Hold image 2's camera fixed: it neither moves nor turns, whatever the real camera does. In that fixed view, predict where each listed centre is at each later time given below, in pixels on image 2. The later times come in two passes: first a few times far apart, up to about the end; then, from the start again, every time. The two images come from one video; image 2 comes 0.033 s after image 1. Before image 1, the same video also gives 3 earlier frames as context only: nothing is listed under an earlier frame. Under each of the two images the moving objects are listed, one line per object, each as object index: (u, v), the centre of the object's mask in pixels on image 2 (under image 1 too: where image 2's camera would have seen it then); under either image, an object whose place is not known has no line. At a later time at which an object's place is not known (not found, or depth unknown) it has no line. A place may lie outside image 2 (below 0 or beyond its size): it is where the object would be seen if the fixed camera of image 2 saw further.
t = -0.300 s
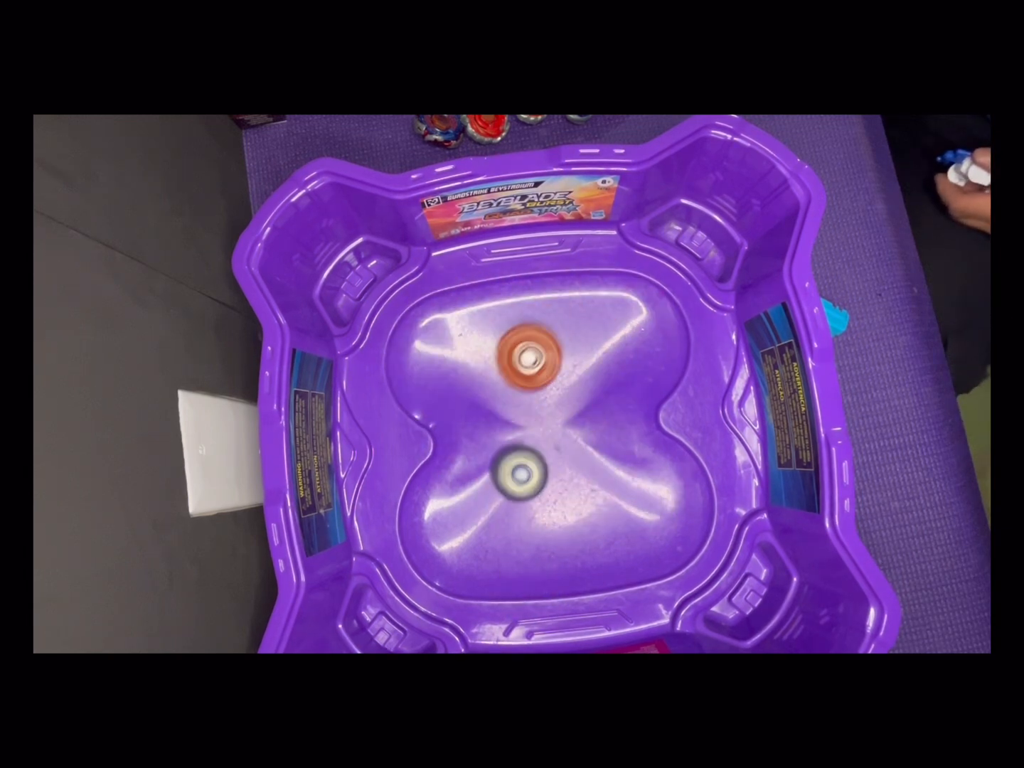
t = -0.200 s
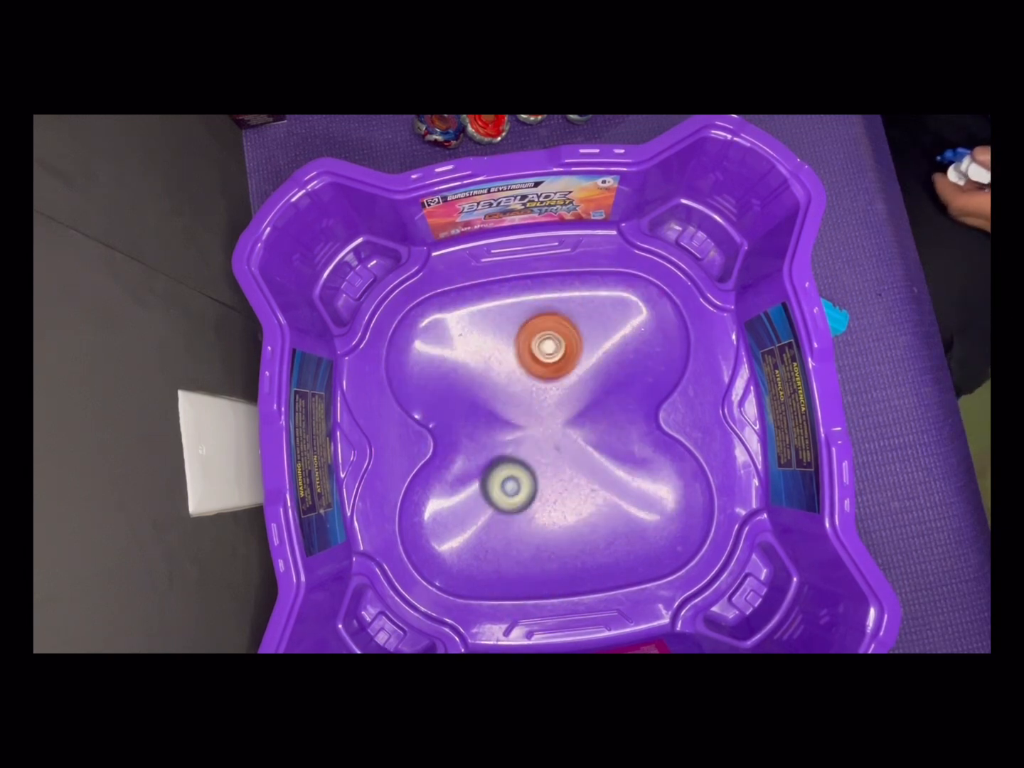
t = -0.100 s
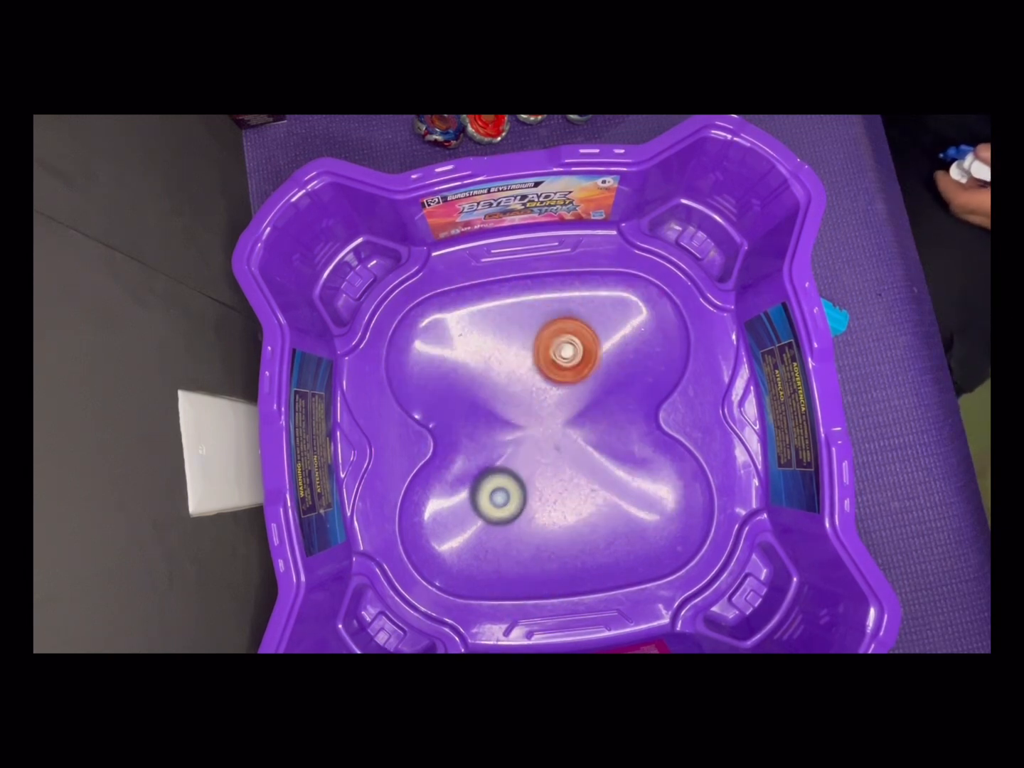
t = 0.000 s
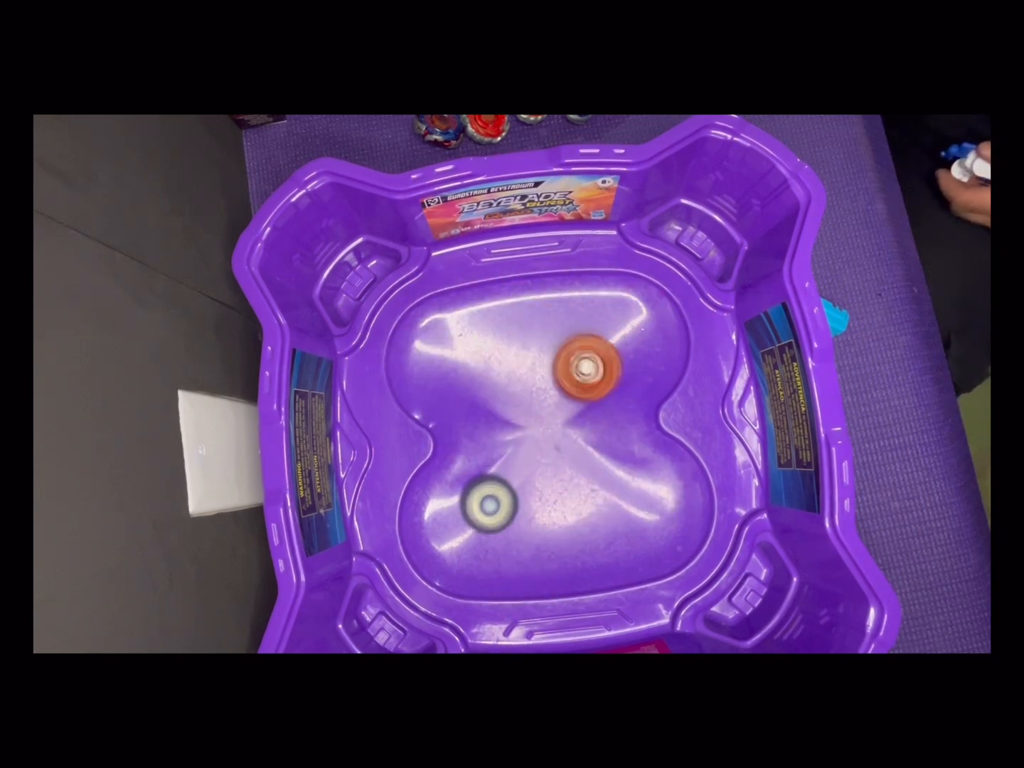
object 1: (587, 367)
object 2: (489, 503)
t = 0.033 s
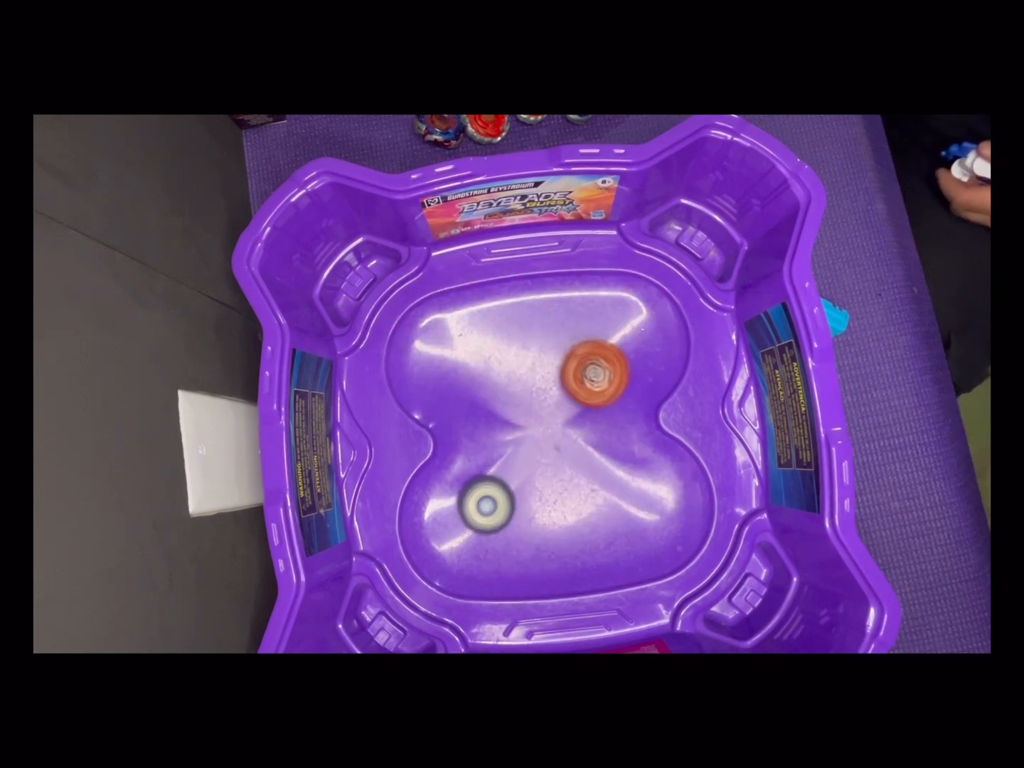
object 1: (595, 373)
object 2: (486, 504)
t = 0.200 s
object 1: (622, 361)
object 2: (488, 501)
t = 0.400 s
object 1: (563, 379)
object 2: (504, 487)
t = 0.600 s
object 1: (532, 426)
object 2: (515, 510)
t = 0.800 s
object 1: (533, 429)
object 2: (509, 520)
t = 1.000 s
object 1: (537, 433)
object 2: (505, 494)
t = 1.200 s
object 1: (551, 416)
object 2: (515, 473)
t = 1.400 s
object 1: (580, 373)
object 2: (517, 470)
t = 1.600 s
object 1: (586, 323)
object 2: (516, 462)
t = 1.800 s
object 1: (569, 357)
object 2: (528, 439)
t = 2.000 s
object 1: (606, 377)
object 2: (517, 475)
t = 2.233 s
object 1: (585, 359)
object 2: (502, 496)
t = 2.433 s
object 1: (545, 418)
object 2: (498, 494)
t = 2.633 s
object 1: (562, 458)
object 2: (504, 496)
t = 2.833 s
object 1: (583, 456)
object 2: (519, 478)
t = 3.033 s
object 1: (594, 441)
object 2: (510, 464)
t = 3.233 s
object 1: (572, 436)
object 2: (499, 441)
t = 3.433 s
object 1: (556, 457)
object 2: (487, 420)
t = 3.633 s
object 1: (539, 471)
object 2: (486, 393)
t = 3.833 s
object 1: (516, 470)
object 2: (506, 382)
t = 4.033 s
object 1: (504, 470)
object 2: (531, 382)
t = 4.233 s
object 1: (525, 470)
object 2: (555, 386)
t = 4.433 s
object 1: (557, 452)
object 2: (575, 394)
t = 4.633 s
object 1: (567, 489)
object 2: (587, 379)
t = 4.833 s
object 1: (575, 503)
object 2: (585, 396)
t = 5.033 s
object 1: (570, 477)
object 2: (570, 412)
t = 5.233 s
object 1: (571, 458)
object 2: (544, 404)
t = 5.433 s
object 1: (569, 484)
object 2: (526, 390)
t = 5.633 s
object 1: (548, 466)
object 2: (519, 407)
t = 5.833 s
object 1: (555, 457)
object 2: (505, 414)
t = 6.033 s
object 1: (583, 451)
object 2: (506, 411)
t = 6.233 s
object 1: (589, 465)
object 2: (515, 402)
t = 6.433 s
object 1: (587, 479)
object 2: (516, 392)
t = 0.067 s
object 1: (603, 376)
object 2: (484, 504)
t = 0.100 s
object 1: (610, 377)
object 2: (484, 505)
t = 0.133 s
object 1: (616, 374)
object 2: (484, 504)
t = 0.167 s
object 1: (621, 367)
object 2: (486, 503)
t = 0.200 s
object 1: (622, 361)
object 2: (488, 501)
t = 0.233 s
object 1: (619, 356)
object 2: (491, 499)
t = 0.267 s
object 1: (611, 354)
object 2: (493, 496)
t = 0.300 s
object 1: (601, 354)
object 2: (496, 494)
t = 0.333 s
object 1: (589, 359)
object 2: (498, 491)
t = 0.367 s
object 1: (576, 367)
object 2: (501, 490)
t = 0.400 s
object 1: (563, 379)
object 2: (504, 487)
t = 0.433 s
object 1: (552, 392)
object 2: (508, 485)
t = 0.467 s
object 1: (543, 406)
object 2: (511, 483)
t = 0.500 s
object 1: (536, 422)
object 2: (515, 482)
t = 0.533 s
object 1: (533, 428)
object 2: (516, 489)
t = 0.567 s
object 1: (533, 426)
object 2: (516, 501)
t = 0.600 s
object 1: (532, 426)
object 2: (515, 510)
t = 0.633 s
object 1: (532, 426)
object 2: (514, 515)
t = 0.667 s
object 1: (532, 427)
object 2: (513, 518)
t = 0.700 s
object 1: (532, 427)
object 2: (511, 521)
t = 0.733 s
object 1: (532, 428)
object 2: (510, 522)
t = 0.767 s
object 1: (532, 428)
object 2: (509, 522)
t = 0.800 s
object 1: (533, 429)
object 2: (509, 520)
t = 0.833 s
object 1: (533, 429)
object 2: (507, 516)
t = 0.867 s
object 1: (534, 430)
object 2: (506, 512)
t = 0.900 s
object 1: (535, 431)
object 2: (505, 508)
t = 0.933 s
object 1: (536, 432)
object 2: (504, 504)
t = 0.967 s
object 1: (537, 432)
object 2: (504, 499)
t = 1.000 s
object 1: (537, 433)
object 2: (505, 494)
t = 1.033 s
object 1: (538, 434)
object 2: (506, 489)
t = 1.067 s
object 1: (539, 433)
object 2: (507, 485)
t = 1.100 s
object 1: (544, 427)
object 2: (508, 484)
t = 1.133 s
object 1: (546, 423)
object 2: (509, 481)
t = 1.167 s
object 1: (548, 420)
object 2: (512, 477)
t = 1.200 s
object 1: (551, 416)
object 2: (515, 473)
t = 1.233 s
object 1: (553, 413)
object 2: (518, 467)
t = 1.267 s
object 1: (555, 409)
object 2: (522, 463)
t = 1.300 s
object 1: (557, 406)
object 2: (525, 460)
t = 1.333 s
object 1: (560, 401)
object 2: (527, 457)
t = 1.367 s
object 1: (572, 387)
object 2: (521, 464)
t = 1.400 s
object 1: (580, 373)
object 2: (517, 470)
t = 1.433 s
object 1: (586, 361)
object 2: (514, 473)
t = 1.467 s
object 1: (589, 348)
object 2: (513, 474)
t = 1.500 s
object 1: (590, 338)
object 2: (513, 472)
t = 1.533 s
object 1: (590, 330)
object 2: (514, 470)
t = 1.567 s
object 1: (588, 325)
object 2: (515, 466)
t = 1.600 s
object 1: (586, 323)
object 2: (516, 462)
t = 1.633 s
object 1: (583, 324)
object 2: (517, 458)
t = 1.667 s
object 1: (580, 326)
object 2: (519, 454)
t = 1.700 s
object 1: (576, 330)
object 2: (521, 449)
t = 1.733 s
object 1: (573, 338)
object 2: (523, 446)
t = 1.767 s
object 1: (571, 347)
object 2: (526, 442)
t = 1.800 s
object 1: (569, 357)
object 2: (528, 439)
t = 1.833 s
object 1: (570, 370)
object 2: (531, 436)
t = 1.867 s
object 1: (571, 385)
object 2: (534, 434)
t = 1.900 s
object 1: (580, 388)
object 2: (531, 442)
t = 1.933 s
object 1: (590, 385)
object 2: (525, 457)
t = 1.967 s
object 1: (599, 382)
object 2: (520, 468)
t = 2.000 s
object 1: (606, 377)
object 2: (517, 475)
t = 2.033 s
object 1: (611, 370)
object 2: (515, 479)
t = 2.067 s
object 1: (613, 364)
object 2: (513, 483)
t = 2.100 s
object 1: (612, 359)
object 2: (511, 487)
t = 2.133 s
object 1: (609, 355)
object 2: (509, 490)
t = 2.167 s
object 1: (603, 352)
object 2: (507, 493)
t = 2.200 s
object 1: (594, 354)
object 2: (504, 495)
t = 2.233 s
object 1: (585, 359)
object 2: (502, 496)
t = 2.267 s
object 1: (576, 365)
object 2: (499, 497)
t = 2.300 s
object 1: (568, 372)
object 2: (497, 498)
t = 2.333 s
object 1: (561, 383)
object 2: (496, 497)
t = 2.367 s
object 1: (553, 393)
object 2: (496, 497)
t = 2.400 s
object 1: (549, 405)
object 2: (496, 496)
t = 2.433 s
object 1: (545, 418)
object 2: (498, 494)
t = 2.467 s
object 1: (544, 429)
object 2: (499, 492)
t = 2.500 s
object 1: (542, 444)
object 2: (500, 489)
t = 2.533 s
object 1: (545, 451)
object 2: (500, 493)
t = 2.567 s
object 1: (550, 455)
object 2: (501, 495)
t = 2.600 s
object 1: (557, 456)
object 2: (503, 497)
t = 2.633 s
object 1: (562, 458)
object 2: (504, 496)
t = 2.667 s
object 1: (567, 458)
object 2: (507, 494)
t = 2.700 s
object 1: (572, 458)
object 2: (509, 491)
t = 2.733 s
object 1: (576, 458)
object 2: (512, 489)
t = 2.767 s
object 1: (579, 457)
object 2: (514, 485)
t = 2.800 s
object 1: (581, 456)
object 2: (517, 482)
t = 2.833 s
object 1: (583, 456)
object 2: (519, 478)
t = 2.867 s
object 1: (584, 454)
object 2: (522, 475)
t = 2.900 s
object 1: (585, 453)
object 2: (523, 471)
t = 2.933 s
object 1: (584, 452)
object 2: (525, 467)
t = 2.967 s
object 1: (591, 448)
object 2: (519, 466)
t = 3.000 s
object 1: (595, 445)
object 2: (512, 466)
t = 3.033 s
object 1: (594, 441)
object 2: (510, 464)
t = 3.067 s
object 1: (590, 437)
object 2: (508, 460)
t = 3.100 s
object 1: (584, 434)
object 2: (508, 456)
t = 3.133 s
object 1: (579, 433)
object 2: (509, 451)
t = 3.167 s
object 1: (572, 432)
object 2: (511, 448)
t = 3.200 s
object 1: (572, 433)
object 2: (505, 444)
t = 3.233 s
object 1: (572, 436)
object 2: (499, 441)
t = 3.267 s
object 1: (570, 439)
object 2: (497, 439)
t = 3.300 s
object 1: (566, 442)
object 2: (494, 435)
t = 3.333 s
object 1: (564, 446)
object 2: (492, 432)
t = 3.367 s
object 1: (561, 449)
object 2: (490, 428)
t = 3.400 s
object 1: (559, 453)
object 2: (488, 424)
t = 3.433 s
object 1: (556, 457)
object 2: (487, 420)
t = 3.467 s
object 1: (553, 461)
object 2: (485, 416)
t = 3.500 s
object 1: (551, 464)
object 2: (484, 411)
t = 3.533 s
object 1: (548, 467)
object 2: (484, 406)
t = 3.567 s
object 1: (545, 469)
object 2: (484, 401)
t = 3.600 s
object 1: (542, 470)
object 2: (484, 397)
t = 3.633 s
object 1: (539, 471)
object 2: (486, 393)
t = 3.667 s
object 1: (535, 472)
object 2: (488, 390)
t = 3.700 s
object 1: (531, 472)
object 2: (491, 388)
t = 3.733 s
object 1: (528, 472)
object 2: (494, 385)
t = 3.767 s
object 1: (523, 471)
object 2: (497, 384)
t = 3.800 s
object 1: (520, 470)
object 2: (501, 383)
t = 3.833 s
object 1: (516, 470)
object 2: (506, 382)
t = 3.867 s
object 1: (513, 469)
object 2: (510, 382)
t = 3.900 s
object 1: (509, 468)
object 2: (514, 381)
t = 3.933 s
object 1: (507, 468)
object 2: (518, 382)
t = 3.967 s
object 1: (505, 468)
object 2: (523, 381)
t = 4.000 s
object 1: (504, 470)
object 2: (527, 382)
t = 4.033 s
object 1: (504, 470)
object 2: (531, 382)
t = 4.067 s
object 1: (505, 471)
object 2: (535, 383)
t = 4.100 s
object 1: (507, 472)
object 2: (539, 383)
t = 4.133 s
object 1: (511, 472)
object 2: (543, 384)
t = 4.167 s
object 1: (515, 472)
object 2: (547, 384)
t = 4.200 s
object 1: (520, 472)
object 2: (550, 385)
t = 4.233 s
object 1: (525, 470)
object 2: (555, 386)
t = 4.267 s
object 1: (531, 468)
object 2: (558, 387)
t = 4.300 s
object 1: (536, 465)
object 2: (562, 388)
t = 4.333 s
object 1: (542, 462)
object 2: (565, 389)
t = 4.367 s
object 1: (548, 459)
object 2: (569, 391)
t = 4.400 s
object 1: (553, 455)
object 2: (572, 392)
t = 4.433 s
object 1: (557, 452)
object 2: (575, 394)
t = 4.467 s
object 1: (562, 451)
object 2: (578, 394)
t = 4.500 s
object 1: (562, 460)
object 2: (582, 387)
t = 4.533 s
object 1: (562, 467)
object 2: (584, 381)
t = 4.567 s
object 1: (564, 475)
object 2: (585, 379)
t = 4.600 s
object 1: (565, 484)
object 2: (586, 378)
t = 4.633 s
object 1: (567, 489)
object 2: (587, 379)
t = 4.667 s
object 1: (570, 495)
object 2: (588, 381)
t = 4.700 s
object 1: (570, 498)
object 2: (589, 384)
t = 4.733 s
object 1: (573, 501)
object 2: (588, 387)
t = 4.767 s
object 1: (574, 503)
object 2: (588, 390)
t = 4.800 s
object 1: (575, 504)
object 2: (586, 393)
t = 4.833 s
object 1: (575, 503)
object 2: (585, 396)
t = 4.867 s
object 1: (575, 501)
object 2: (583, 399)
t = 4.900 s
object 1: (574, 498)
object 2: (580, 402)
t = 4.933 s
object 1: (574, 494)
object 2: (578, 405)
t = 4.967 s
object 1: (573, 490)
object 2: (575, 407)
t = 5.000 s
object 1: (572, 485)
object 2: (572, 409)
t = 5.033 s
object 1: (570, 477)
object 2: (570, 412)
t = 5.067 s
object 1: (569, 471)
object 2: (567, 413)
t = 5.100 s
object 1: (571, 469)
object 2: (559, 410)
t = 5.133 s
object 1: (571, 467)
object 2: (553, 408)
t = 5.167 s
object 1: (571, 461)
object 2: (549, 407)
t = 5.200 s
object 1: (571, 458)
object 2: (546, 407)
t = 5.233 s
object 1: (571, 458)
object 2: (544, 404)
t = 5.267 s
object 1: (573, 466)
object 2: (540, 394)
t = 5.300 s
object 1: (575, 474)
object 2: (536, 388)
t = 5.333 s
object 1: (575, 481)
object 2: (533, 385)
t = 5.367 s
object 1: (574, 484)
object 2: (531, 385)
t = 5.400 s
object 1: (572, 485)
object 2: (528, 388)
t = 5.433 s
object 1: (569, 484)
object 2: (526, 390)
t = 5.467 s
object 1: (566, 482)
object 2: (525, 392)
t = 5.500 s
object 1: (564, 480)
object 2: (523, 395)
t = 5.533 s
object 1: (559, 477)
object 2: (522, 398)
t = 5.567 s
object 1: (555, 474)
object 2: (521, 400)
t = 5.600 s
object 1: (551, 471)
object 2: (520, 403)
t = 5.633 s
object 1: (548, 466)
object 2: (519, 407)
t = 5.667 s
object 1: (545, 463)
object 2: (519, 408)
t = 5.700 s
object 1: (546, 462)
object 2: (513, 410)
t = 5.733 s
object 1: (548, 461)
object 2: (508, 411)
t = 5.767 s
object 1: (552, 459)
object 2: (505, 411)
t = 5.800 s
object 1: (555, 459)
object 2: (504, 413)
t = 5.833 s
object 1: (555, 457)
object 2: (505, 414)
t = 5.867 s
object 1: (555, 454)
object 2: (506, 416)
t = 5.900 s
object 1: (556, 451)
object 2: (506, 417)
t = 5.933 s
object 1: (559, 449)
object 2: (507, 417)
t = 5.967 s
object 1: (568, 450)
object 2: (505, 413)
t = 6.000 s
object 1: (576, 451)
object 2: (505, 411)
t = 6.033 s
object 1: (583, 451)
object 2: (506, 411)
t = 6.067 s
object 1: (589, 453)
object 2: (508, 409)
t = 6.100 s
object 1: (590, 455)
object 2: (511, 408)
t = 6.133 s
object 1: (590, 458)
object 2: (512, 407)
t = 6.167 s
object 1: (591, 461)
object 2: (513, 406)
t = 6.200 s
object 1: (591, 463)
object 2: (515, 404)
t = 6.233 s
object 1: (589, 465)
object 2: (515, 402)
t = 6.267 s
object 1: (588, 468)
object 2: (516, 400)
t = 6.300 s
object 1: (587, 471)
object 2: (517, 399)
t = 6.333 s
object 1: (587, 474)
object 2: (517, 397)
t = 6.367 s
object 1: (588, 477)
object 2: (517, 395)
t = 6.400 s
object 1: (587, 478)
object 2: (516, 393)
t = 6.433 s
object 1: (587, 479)
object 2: (516, 392)
